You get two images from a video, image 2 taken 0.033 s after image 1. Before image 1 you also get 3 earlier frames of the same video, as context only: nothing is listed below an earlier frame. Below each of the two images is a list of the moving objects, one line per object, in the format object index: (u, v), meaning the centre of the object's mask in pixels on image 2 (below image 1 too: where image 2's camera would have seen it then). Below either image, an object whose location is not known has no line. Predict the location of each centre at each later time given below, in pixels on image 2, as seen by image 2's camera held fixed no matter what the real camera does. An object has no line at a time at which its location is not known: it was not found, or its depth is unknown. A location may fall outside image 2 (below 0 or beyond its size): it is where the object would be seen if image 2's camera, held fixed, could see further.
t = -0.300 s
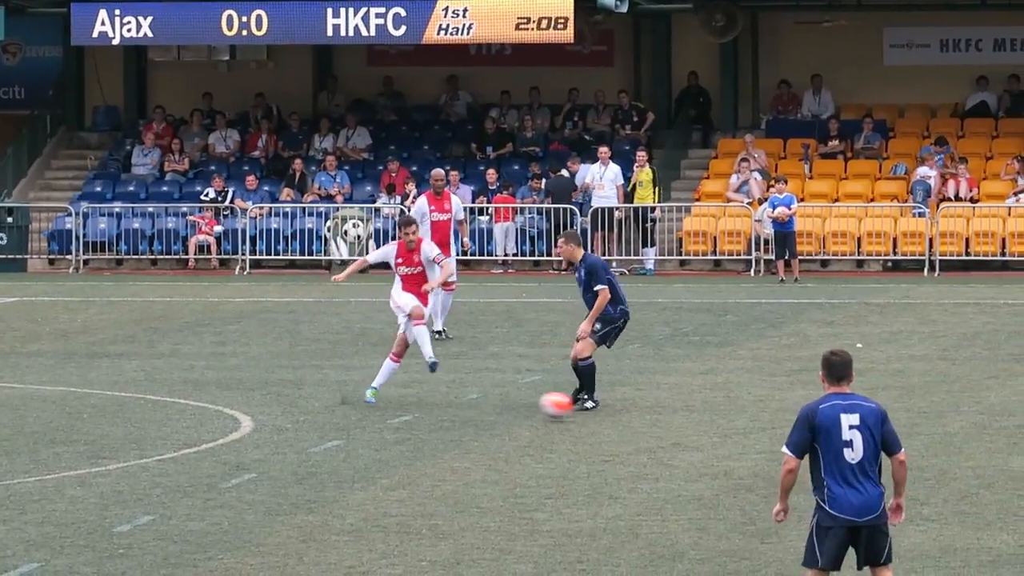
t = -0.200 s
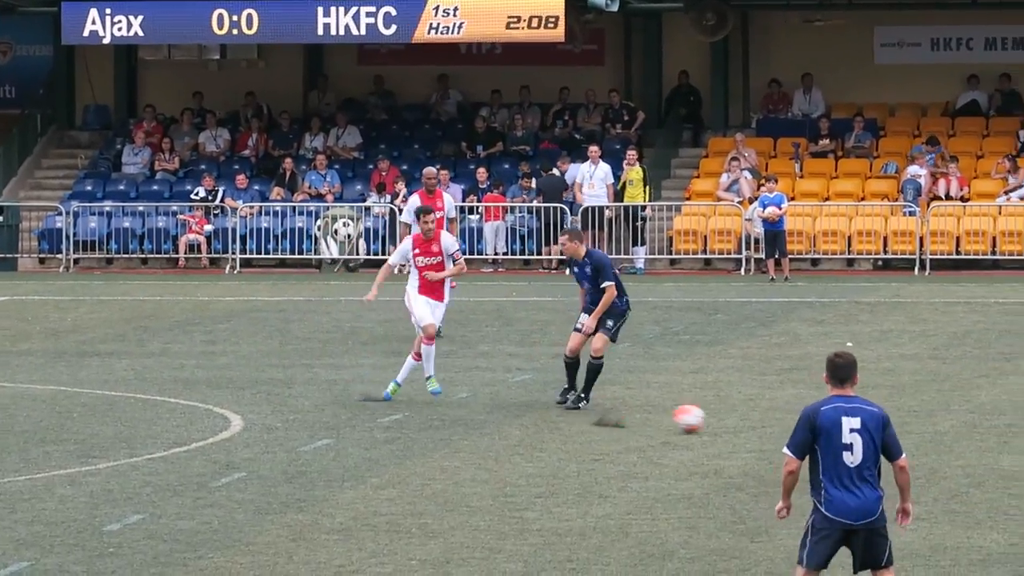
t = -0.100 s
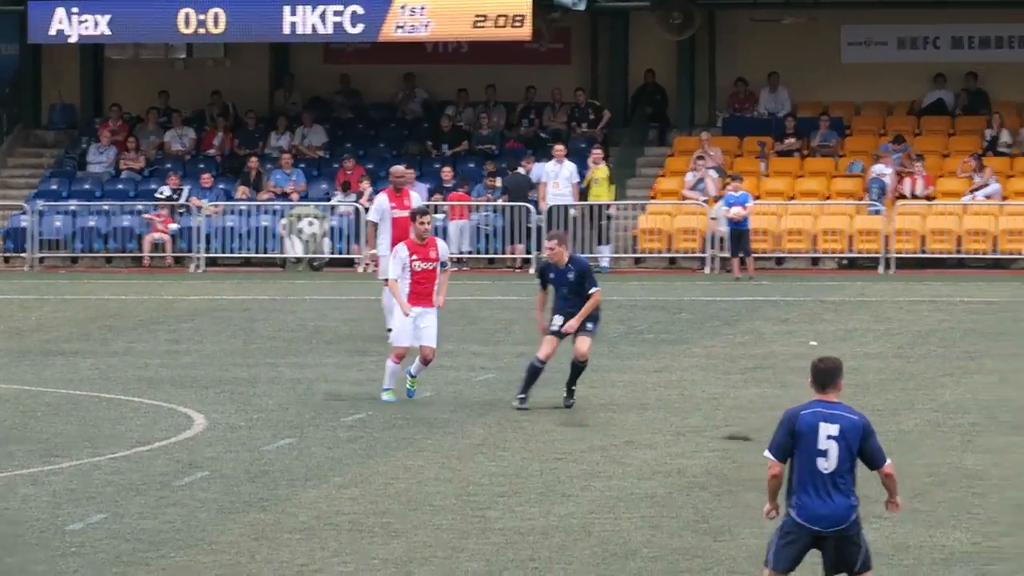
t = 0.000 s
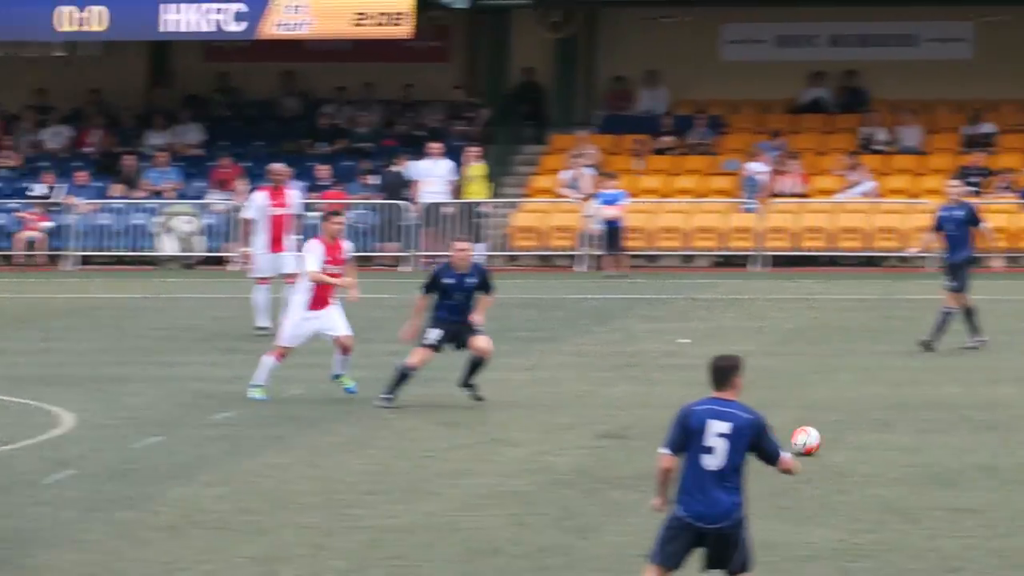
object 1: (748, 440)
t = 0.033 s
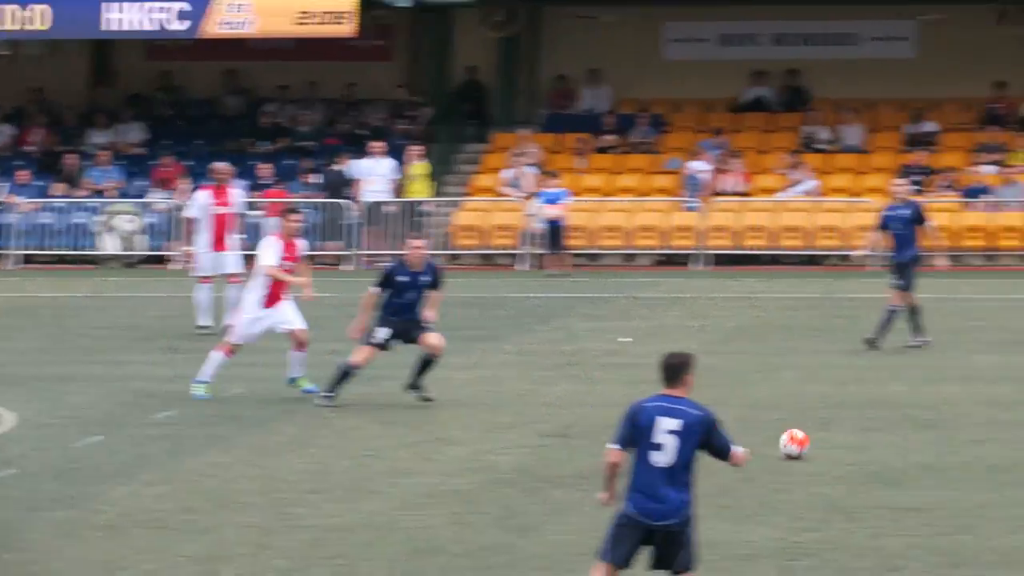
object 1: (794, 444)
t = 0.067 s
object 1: (841, 447)
